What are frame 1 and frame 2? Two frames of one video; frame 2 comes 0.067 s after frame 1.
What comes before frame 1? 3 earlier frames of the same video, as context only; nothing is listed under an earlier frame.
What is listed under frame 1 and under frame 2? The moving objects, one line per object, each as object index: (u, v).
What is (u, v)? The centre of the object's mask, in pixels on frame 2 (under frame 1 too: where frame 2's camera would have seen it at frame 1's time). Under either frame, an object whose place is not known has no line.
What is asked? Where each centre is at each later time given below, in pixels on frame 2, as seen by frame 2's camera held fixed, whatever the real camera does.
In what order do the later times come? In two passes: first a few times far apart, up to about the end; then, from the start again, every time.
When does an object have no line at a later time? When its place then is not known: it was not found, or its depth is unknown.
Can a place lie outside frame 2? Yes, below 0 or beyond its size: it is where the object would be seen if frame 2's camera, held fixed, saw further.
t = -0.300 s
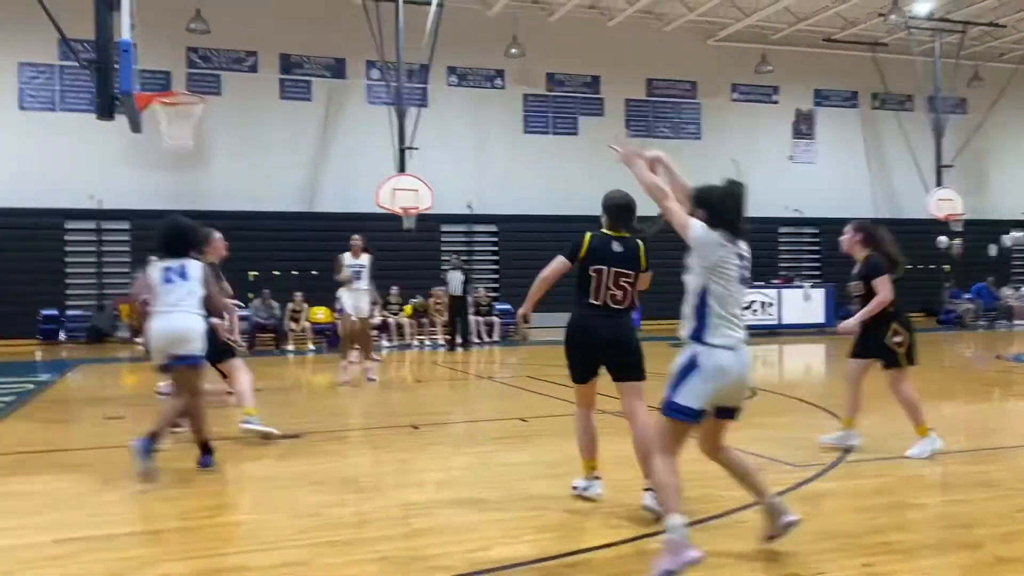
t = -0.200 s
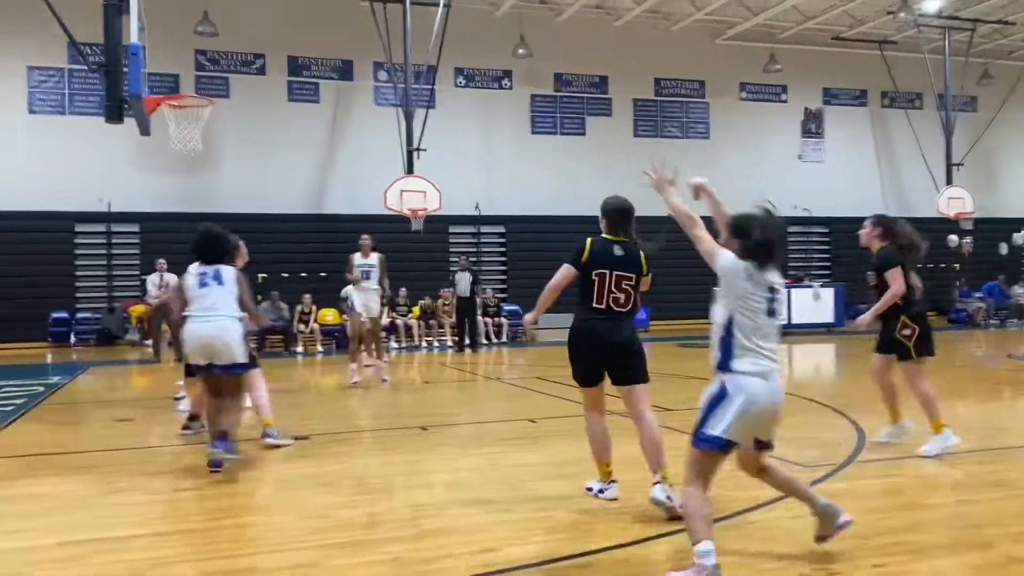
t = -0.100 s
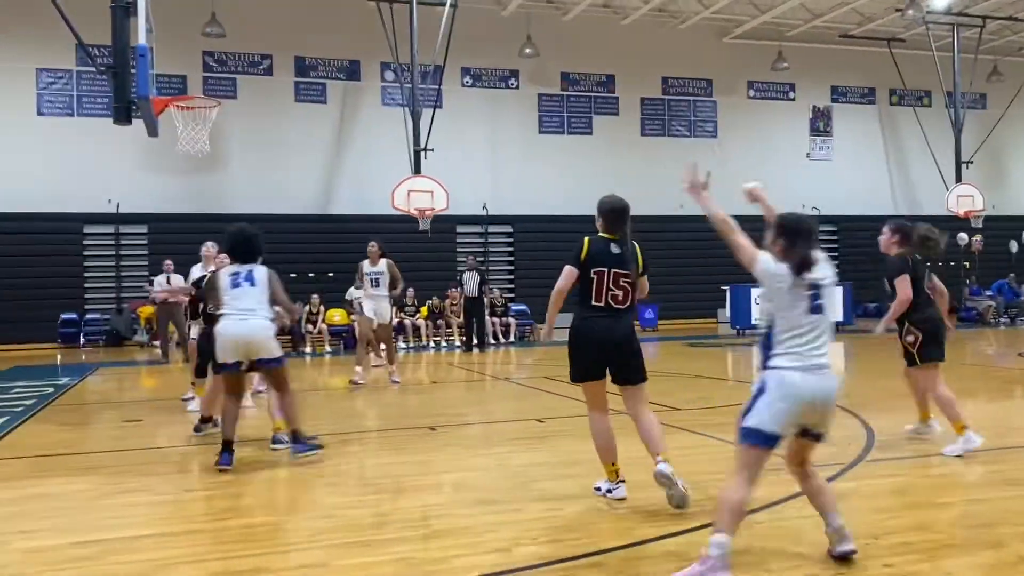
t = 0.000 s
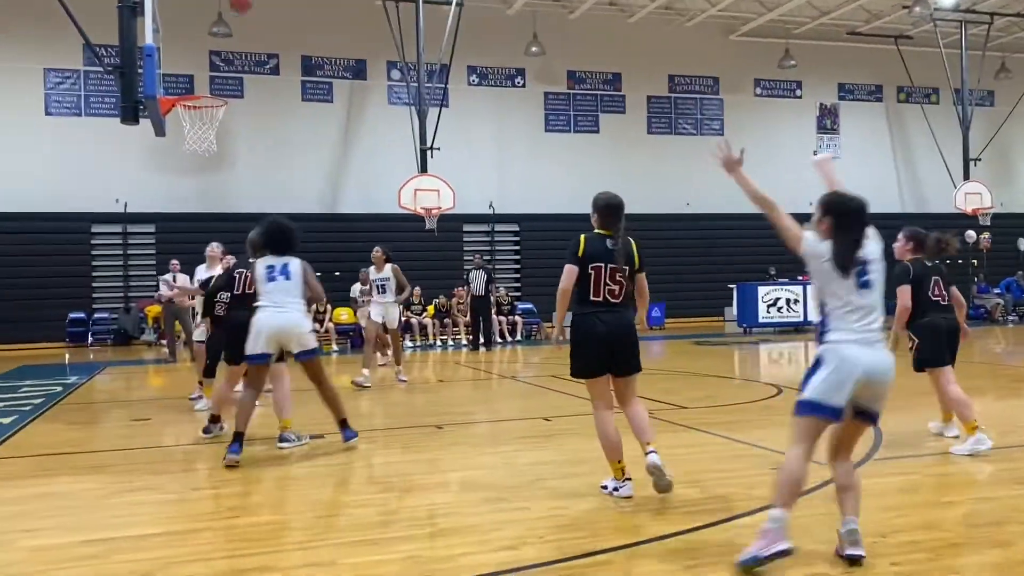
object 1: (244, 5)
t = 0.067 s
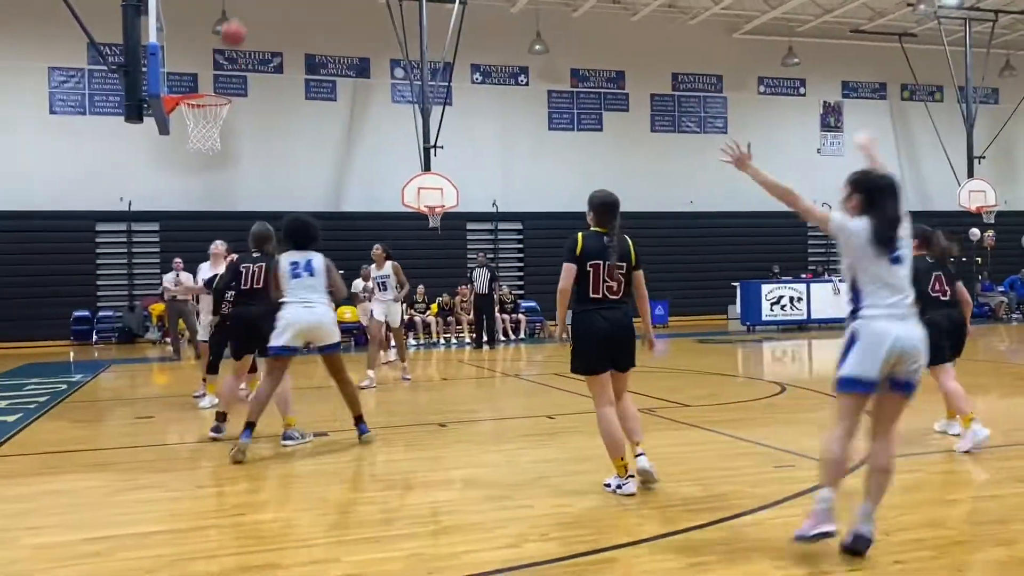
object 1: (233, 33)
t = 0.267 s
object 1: (202, 132)
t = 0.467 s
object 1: (180, 155)
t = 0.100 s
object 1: (228, 52)
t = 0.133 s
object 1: (223, 72)
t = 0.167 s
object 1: (219, 89)
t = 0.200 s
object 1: (213, 113)
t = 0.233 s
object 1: (206, 125)
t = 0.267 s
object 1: (202, 132)
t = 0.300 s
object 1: (199, 132)
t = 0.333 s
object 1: (196, 135)
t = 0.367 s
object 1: (192, 138)
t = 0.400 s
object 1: (187, 143)
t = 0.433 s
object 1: (184, 148)
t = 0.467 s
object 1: (180, 155)
